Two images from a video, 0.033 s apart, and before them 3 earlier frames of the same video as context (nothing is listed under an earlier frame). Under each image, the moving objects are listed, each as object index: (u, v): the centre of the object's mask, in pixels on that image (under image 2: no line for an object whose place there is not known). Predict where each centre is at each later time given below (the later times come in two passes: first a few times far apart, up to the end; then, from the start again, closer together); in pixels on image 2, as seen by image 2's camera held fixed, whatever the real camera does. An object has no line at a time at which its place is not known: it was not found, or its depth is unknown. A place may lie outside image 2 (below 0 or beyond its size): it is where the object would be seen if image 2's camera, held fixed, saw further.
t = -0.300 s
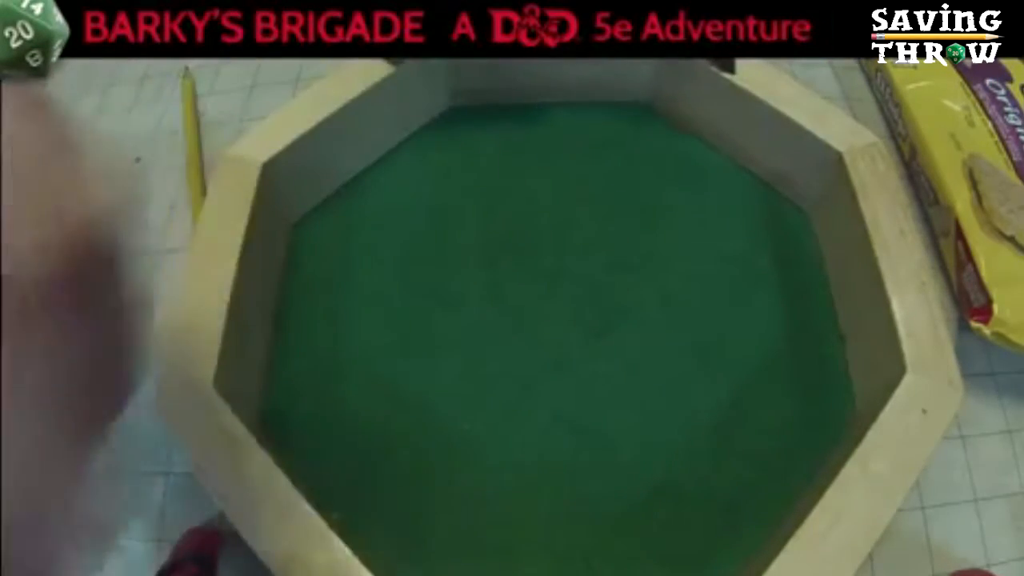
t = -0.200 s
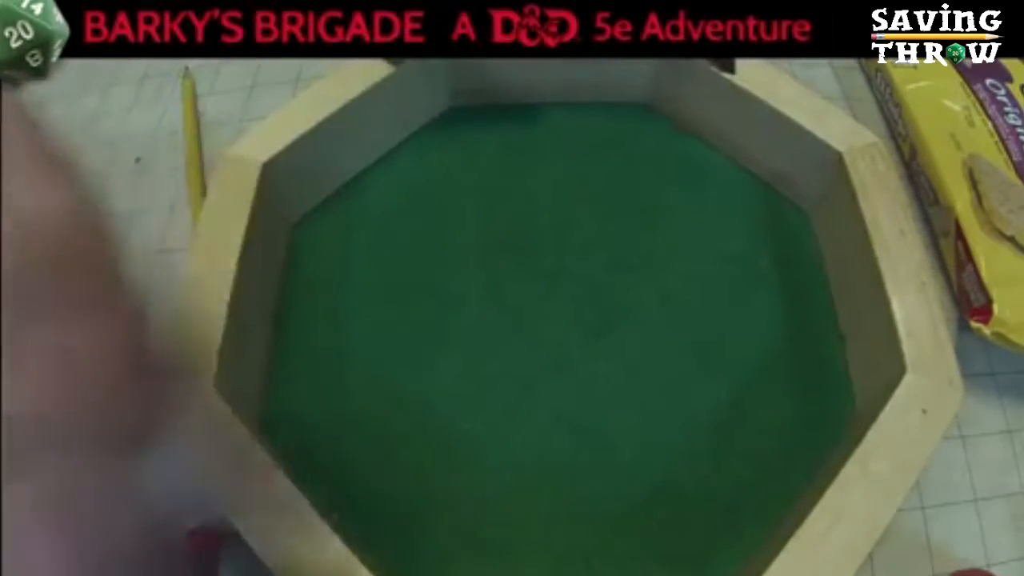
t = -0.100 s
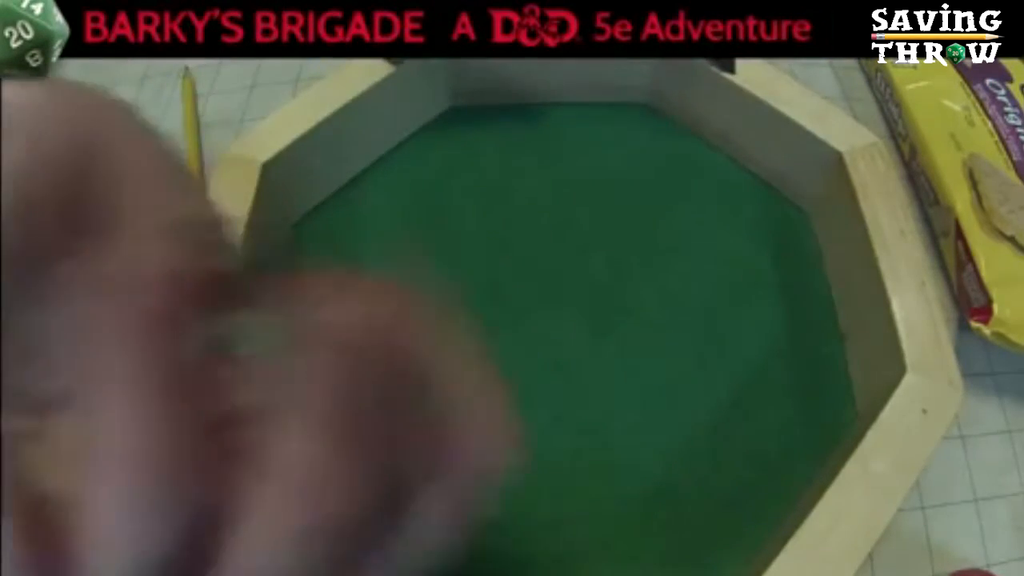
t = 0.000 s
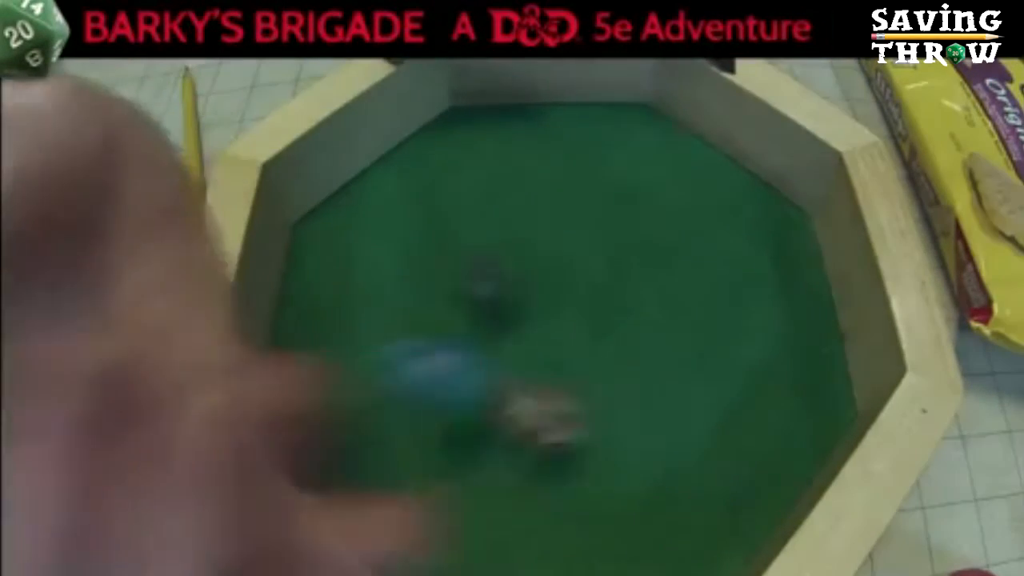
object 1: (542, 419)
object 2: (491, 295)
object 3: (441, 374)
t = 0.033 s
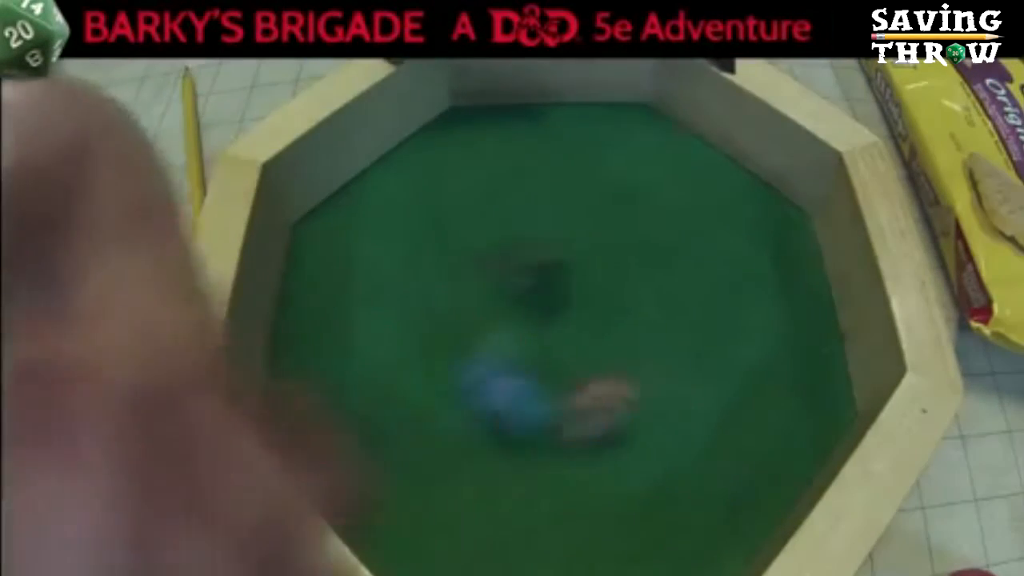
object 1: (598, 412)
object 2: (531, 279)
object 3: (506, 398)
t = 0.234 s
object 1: (786, 302)
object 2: (802, 246)
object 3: (756, 385)
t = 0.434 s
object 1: (569, 288)
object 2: (792, 310)
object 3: (825, 355)
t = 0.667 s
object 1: (447, 299)
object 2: (778, 302)
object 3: (824, 348)
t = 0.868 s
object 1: (435, 296)
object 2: (779, 302)
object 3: (823, 348)
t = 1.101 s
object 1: (433, 300)
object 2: (779, 301)
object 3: (823, 348)
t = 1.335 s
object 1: (433, 300)
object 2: (779, 301)
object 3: (823, 348)
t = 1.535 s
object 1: (433, 300)
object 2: (779, 301)
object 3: (823, 348)
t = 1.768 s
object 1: (433, 300)
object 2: (779, 301)
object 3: (823, 348)
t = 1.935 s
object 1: (433, 300)
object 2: (780, 301)
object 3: (823, 348)
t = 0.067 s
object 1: (650, 387)
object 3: (554, 419)
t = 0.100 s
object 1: (697, 374)
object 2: (632, 258)
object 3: (606, 400)
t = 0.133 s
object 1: (753, 350)
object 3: (653, 390)
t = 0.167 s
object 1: (802, 335)
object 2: (752, 227)
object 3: (690, 390)
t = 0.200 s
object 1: (817, 314)
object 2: (797, 211)
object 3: (727, 390)
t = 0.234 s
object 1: (786, 302)
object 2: (802, 246)
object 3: (756, 385)
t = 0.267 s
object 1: (754, 291)
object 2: (802, 270)
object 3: (781, 382)
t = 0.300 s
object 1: (708, 288)
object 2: (806, 285)
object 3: (802, 377)
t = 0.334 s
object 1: (670, 288)
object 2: (814, 296)
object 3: (821, 372)
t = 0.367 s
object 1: (630, 288)
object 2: (809, 303)
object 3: (830, 365)
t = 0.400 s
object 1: (598, 289)
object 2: (802, 308)
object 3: (829, 360)
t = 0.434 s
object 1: (569, 288)
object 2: (792, 310)
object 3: (825, 355)
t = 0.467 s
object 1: (541, 287)
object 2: (785, 309)
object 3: (823, 352)
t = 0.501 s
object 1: (517, 287)
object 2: (783, 304)
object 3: (825, 349)
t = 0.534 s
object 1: (499, 289)
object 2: (781, 300)
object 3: (825, 345)
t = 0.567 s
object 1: (478, 297)
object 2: (781, 299)
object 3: (825, 345)
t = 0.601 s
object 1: (467, 299)
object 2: (781, 301)
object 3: (825, 348)
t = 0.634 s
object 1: (457, 298)
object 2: (780, 303)
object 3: (823, 349)
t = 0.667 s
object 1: (447, 299)
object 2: (778, 302)
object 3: (824, 348)
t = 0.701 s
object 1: (438, 304)
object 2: (779, 301)
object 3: (824, 346)
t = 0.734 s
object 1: (435, 306)
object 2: (779, 302)
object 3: (824, 347)
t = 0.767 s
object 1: (434, 304)
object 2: (779, 302)
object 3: (823, 348)
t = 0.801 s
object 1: (433, 299)
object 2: (779, 301)
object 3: (823, 347)
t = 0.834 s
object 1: (433, 296)
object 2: (779, 302)
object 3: (823, 347)
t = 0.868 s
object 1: (435, 296)
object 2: (779, 302)
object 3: (823, 348)
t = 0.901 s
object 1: (434, 297)
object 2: (779, 302)
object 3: (823, 348)
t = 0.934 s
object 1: (433, 299)
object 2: (779, 301)
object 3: (823, 348)
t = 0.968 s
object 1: (433, 301)
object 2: (779, 302)
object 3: (823, 348)
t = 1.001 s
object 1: (433, 300)
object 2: (779, 301)
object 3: (823, 348)
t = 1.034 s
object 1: (433, 300)
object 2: (779, 301)
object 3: (823, 348)
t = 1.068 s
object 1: (434, 300)
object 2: (779, 301)
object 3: (823, 348)
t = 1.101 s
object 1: (433, 300)
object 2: (779, 301)
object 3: (823, 348)
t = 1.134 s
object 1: (434, 300)
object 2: (779, 301)
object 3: (823, 348)
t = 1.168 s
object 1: (433, 300)
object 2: (779, 301)
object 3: (823, 347)
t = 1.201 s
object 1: (433, 300)
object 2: (779, 301)
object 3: (823, 348)
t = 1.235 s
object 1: (433, 300)
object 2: (779, 301)
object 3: (823, 348)
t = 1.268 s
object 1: (433, 300)
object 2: (779, 301)
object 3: (823, 348)
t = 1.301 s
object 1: (433, 300)
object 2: (779, 301)
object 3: (823, 348)
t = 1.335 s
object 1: (433, 300)
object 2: (779, 301)
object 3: (823, 348)
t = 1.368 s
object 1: (433, 300)
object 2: (779, 301)
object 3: (823, 348)
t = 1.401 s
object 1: (433, 300)
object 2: (779, 301)
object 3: (823, 348)
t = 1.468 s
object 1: (433, 300)
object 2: (779, 301)
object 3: (823, 348)
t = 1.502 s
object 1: (433, 300)
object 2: (779, 301)
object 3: (823, 348)
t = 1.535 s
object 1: (433, 300)
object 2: (779, 301)
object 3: (823, 348)
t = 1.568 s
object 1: (433, 300)
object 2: (779, 301)
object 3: (823, 348)
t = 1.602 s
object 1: (433, 300)
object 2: (779, 301)
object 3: (823, 348)
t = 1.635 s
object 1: (433, 300)
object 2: (779, 301)
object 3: (823, 348)
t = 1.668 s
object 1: (433, 300)
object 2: (779, 301)
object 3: (823, 348)
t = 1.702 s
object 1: (433, 300)
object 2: (779, 301)
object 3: (823, 348)
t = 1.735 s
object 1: (433, 300)
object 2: (779, 301)
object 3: (823, 348)
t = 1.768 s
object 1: (433, 300)
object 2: (779, 301)
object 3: (823, 348)
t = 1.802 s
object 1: (433, 300)
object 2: (779, 301)
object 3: (823, 348)
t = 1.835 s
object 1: (433, 300)
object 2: (779, 301)
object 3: (823, 348)
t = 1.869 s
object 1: (433, 300)
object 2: (780, 301)
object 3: (823, 348)
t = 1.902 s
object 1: (433, 300)
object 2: (780, 301)
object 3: (823, 348)
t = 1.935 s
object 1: (433, 300)
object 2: (780, 301)
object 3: (823, 348)
